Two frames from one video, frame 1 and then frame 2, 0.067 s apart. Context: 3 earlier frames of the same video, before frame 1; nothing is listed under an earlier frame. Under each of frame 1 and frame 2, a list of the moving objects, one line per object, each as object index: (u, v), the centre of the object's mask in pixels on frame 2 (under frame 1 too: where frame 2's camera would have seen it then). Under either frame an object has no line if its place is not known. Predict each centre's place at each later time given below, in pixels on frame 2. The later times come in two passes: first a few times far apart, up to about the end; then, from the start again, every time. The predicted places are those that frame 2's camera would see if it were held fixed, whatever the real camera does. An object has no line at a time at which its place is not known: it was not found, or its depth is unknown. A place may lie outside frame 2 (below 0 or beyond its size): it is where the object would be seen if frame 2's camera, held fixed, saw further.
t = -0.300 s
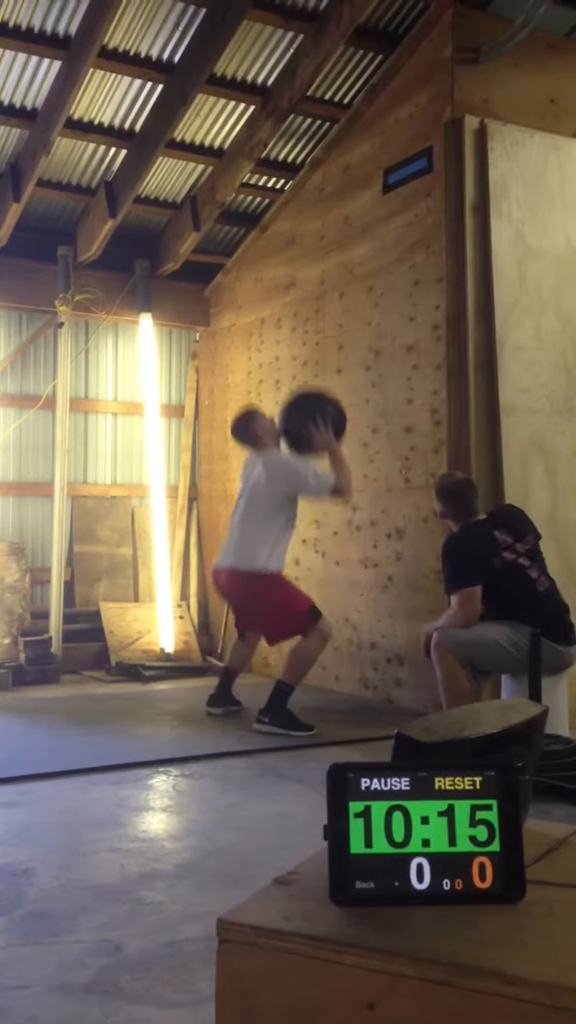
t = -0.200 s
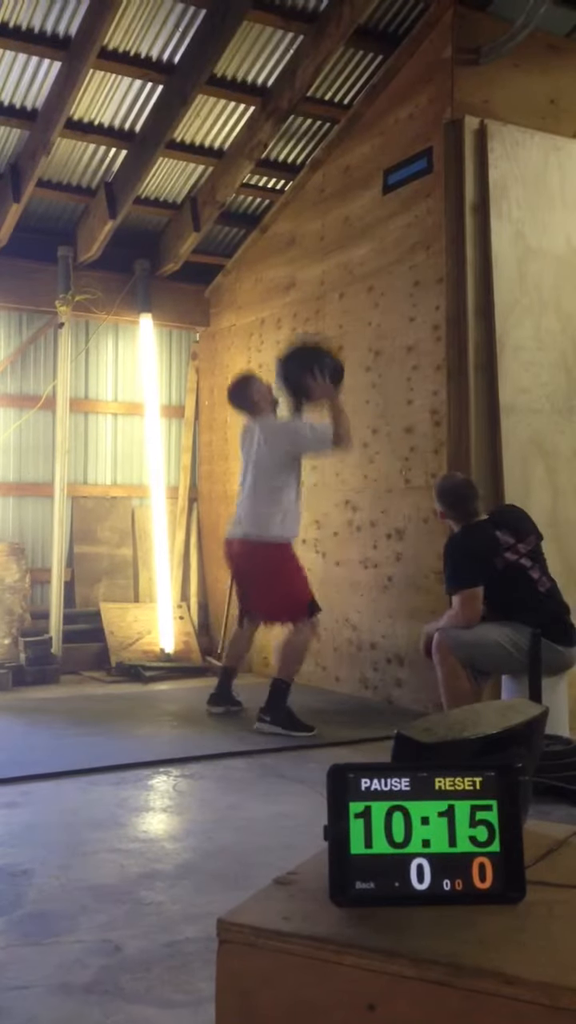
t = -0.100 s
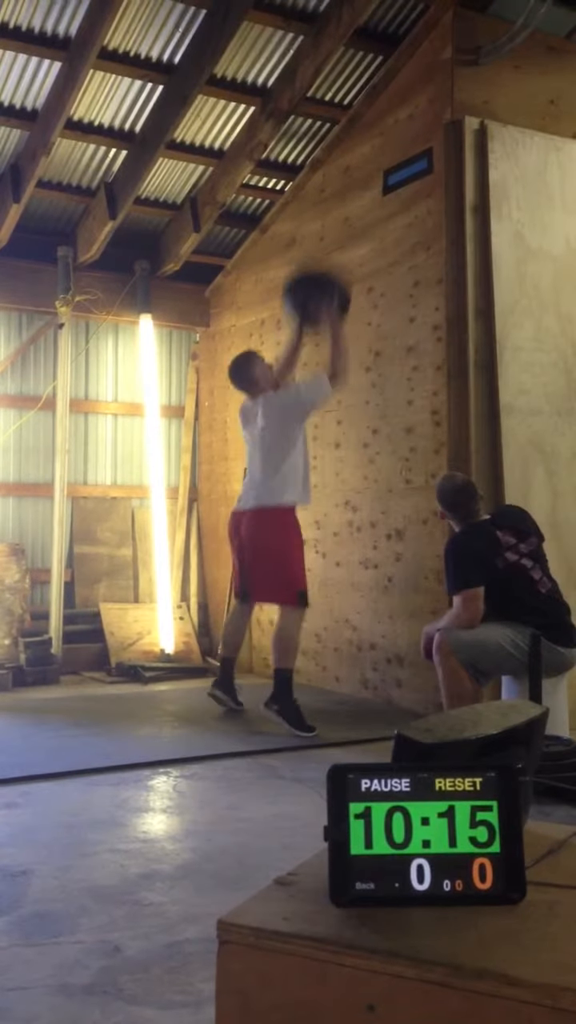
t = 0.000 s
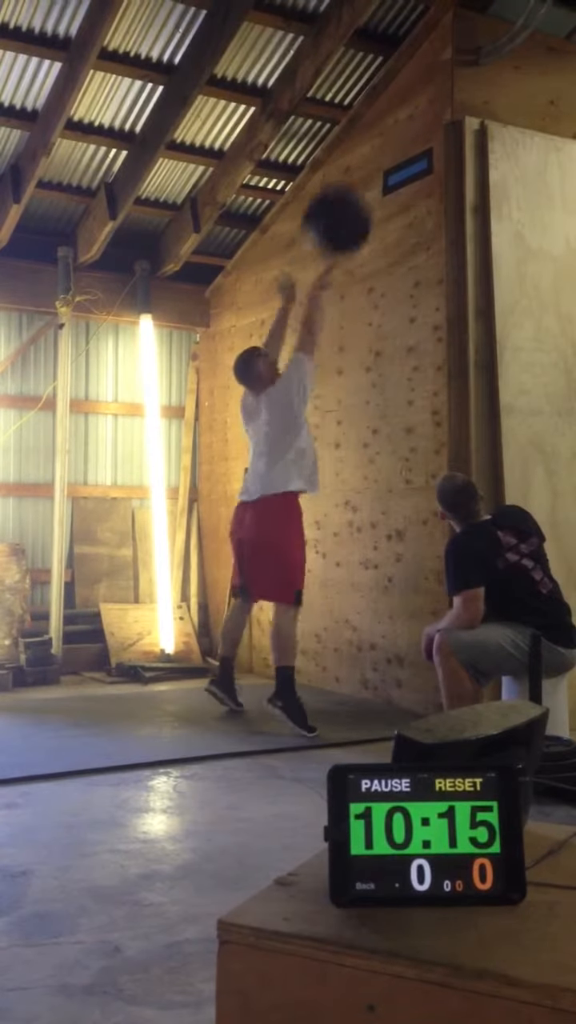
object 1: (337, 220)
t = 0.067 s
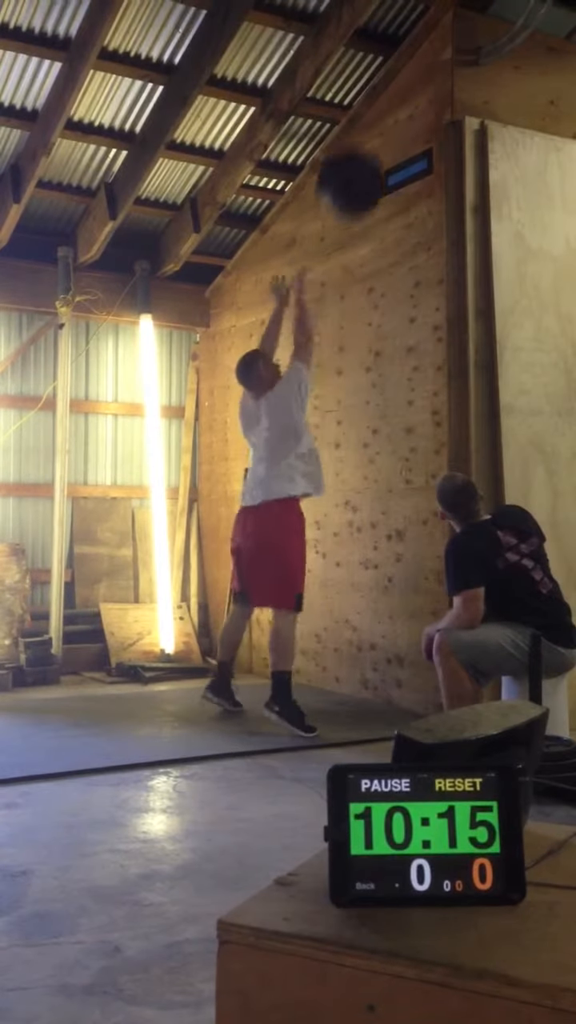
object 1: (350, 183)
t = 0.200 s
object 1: (379, 127)
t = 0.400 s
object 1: (366, 106)
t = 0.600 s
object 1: (338, 155)
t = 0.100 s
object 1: (357, 165)
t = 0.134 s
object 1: (365, 151)
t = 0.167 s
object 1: (371, 138)
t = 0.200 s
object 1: (379, 127)
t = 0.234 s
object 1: (386, 118)
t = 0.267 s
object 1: (386, 113)
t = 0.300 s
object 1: (383, 109)
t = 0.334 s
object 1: (377, 106)
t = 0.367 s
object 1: (371, 105)
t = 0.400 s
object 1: (366, 106)
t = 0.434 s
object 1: (362, 109)
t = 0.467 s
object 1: (358, 114)
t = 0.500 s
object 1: (352, 122)
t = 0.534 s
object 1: (348, 132)
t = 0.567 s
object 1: (342, 141)
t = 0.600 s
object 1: (338, 155)
